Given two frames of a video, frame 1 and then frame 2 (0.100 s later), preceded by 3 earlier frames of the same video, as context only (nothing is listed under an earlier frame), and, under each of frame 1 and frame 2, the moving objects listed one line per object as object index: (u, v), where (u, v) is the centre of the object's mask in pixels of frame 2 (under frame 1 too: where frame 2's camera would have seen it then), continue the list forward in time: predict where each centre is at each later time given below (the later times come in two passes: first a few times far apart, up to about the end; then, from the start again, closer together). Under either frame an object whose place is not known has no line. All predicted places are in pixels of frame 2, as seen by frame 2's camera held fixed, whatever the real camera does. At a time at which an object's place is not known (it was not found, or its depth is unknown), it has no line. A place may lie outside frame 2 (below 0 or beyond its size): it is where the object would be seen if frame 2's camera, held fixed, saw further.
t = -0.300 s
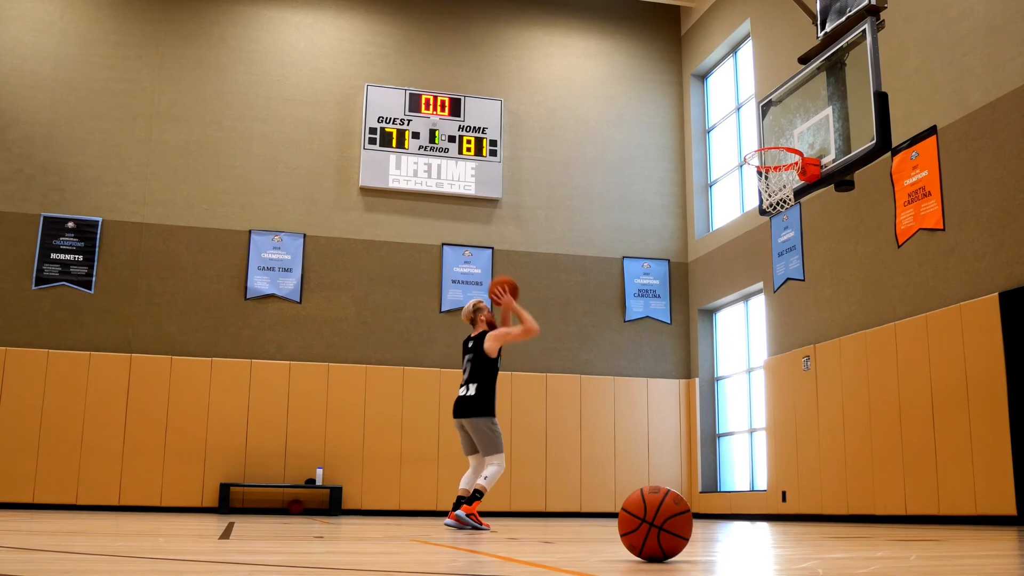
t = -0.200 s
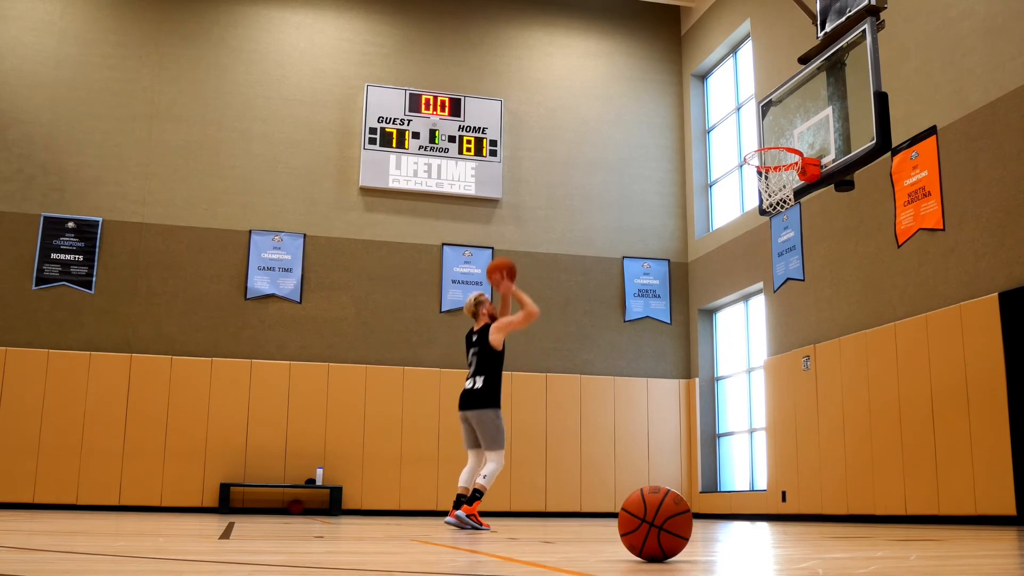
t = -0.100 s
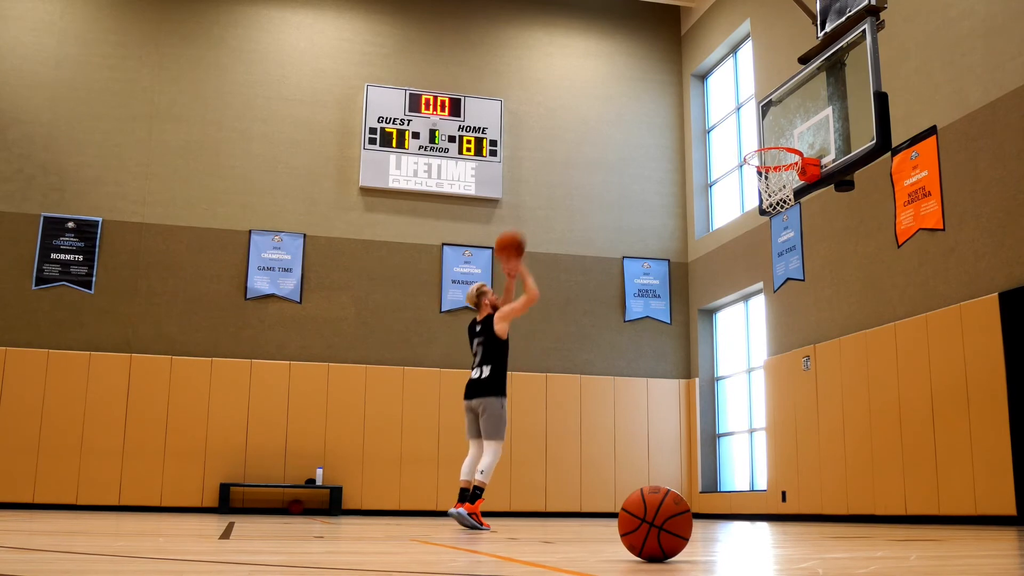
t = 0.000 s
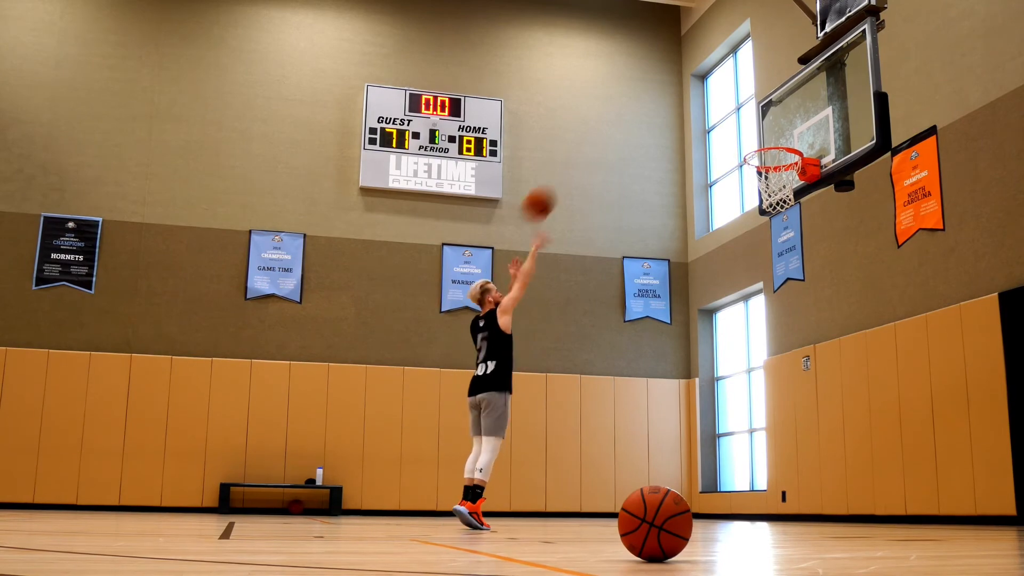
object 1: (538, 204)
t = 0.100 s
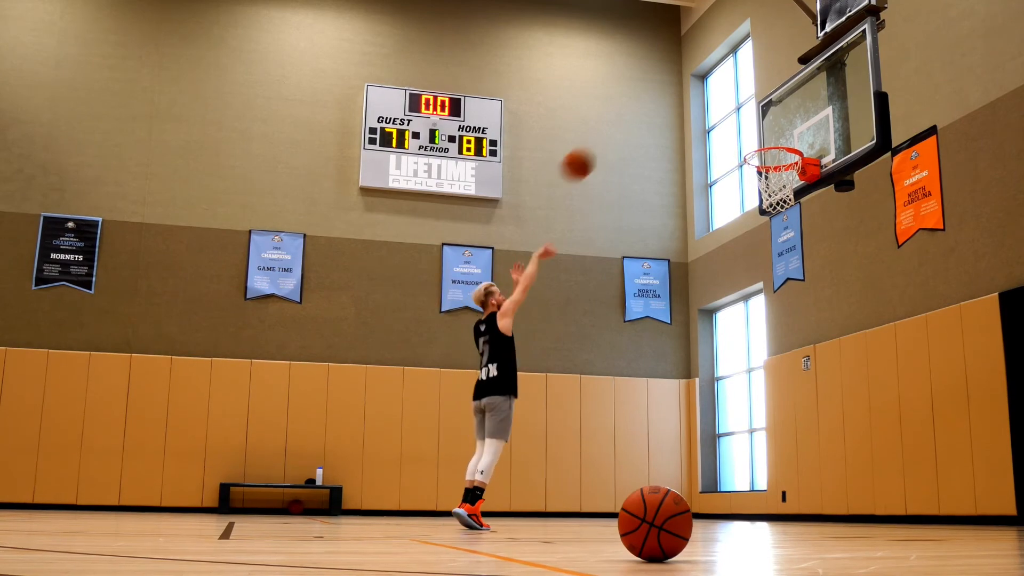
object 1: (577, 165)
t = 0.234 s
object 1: (628, 130)
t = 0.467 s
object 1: (711, 119)
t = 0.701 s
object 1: (781, 164)
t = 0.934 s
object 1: (753, 178)
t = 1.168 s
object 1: (785, 212)
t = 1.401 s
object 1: (825, 302)
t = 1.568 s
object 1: (854, 408)
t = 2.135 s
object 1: (915, 324)
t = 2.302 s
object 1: (932, 311)
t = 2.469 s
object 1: (951, 329)
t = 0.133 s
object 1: (590, 155)
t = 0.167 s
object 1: (603, 145)
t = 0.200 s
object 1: (615, 137)
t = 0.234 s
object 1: (628, 130)
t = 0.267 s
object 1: (640, 125)
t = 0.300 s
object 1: (652, 121)
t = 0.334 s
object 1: (665, 118)
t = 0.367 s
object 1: (677, 117)
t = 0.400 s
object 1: (688, 116)
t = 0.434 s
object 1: (699, 117)
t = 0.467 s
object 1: (711, 119)
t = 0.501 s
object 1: (726, 122)
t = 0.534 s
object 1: (738, 126)
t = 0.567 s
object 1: (751, 132)
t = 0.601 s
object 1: (764, 137)
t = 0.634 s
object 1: (775, 140)
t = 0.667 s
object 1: (786, 158)
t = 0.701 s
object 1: (781, 164)
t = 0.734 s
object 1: (769, 171)
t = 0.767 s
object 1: (761, 179)
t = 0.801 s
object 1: (753, 177)
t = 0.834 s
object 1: (749, 174)
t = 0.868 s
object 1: (748, 174)
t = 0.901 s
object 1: (751, 175)
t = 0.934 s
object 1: (753, 178)
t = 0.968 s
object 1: (758, 181)
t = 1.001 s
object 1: (762, 184)
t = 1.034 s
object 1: (767, 188)
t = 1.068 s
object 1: (771, 193)
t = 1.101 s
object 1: (775, 198)
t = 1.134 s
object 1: (781, 205)
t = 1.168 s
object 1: (785, 212)
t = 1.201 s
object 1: (791, 220)
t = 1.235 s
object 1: (797, 230)
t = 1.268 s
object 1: (803, 242)
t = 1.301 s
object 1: (808, 254)
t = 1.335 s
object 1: (814, 269)
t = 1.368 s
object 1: (819, 284)
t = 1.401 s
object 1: (825, 302)
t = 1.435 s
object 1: (830, 320)
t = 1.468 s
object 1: (836, 340)
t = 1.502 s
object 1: (842, 361)
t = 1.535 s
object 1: (848, 384)
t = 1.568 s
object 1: (854, 408)
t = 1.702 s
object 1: (879, 512)
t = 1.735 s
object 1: (882, 491)
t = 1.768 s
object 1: (884, 469)
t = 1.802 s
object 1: (886, 449)
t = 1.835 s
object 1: (889, 431)
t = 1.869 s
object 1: (892, 412)
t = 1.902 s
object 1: (894, 397)
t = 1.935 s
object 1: (897, 382)
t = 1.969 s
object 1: (900, 369)
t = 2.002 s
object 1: (903, 357)
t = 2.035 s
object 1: (906, 347)
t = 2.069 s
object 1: (908, 338)
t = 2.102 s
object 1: (912, 330)
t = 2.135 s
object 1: (915, 324)
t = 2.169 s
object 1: (918, 319)
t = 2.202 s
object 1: (921, 315)
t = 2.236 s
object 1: (925, 312)
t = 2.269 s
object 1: (928, 311)
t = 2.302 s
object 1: (932, 311)
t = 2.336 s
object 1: (936, 312)
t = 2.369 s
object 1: (939, 315)
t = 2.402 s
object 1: (943, 318)
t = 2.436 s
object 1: (947, 323)
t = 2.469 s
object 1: (951, 329)
